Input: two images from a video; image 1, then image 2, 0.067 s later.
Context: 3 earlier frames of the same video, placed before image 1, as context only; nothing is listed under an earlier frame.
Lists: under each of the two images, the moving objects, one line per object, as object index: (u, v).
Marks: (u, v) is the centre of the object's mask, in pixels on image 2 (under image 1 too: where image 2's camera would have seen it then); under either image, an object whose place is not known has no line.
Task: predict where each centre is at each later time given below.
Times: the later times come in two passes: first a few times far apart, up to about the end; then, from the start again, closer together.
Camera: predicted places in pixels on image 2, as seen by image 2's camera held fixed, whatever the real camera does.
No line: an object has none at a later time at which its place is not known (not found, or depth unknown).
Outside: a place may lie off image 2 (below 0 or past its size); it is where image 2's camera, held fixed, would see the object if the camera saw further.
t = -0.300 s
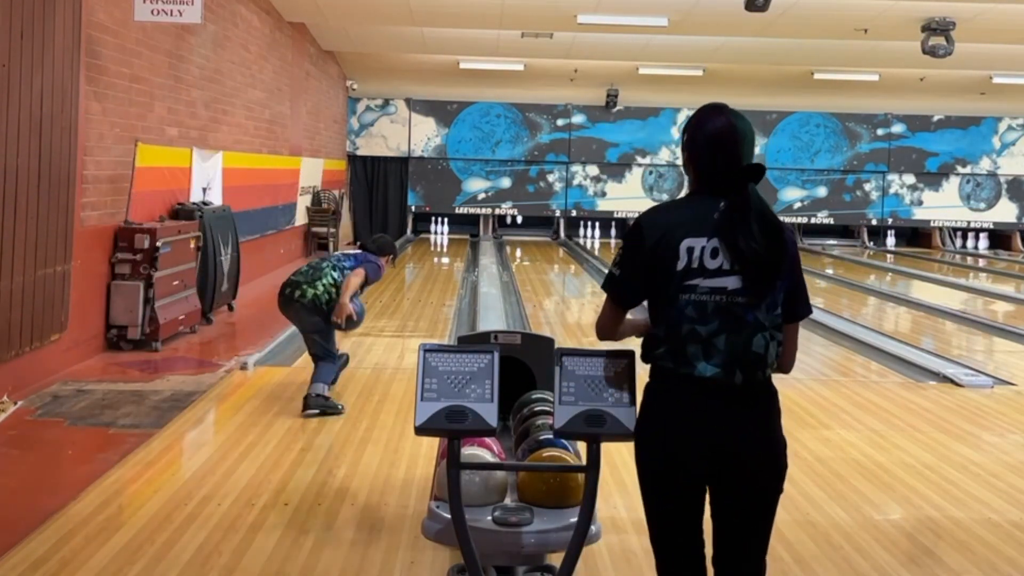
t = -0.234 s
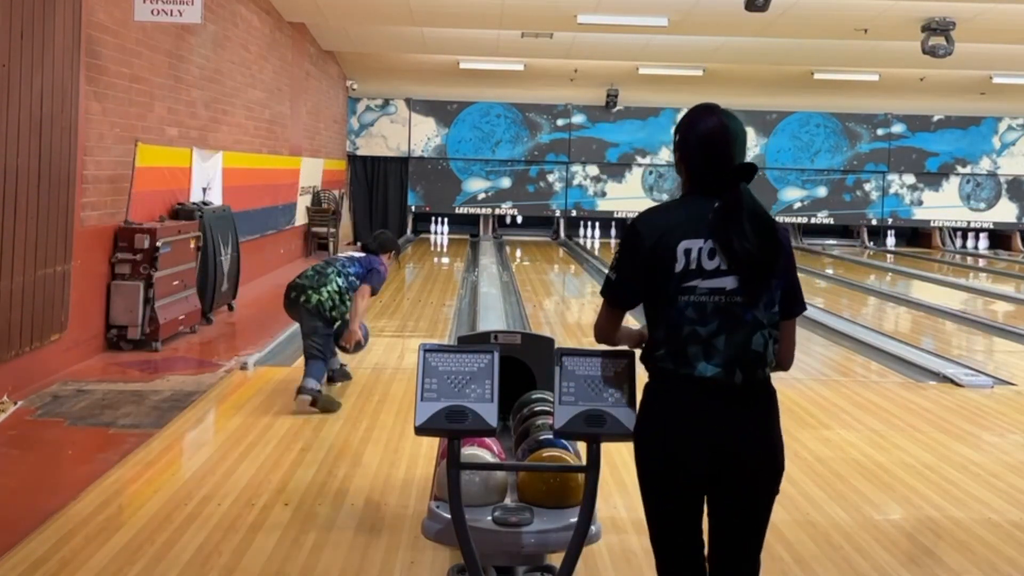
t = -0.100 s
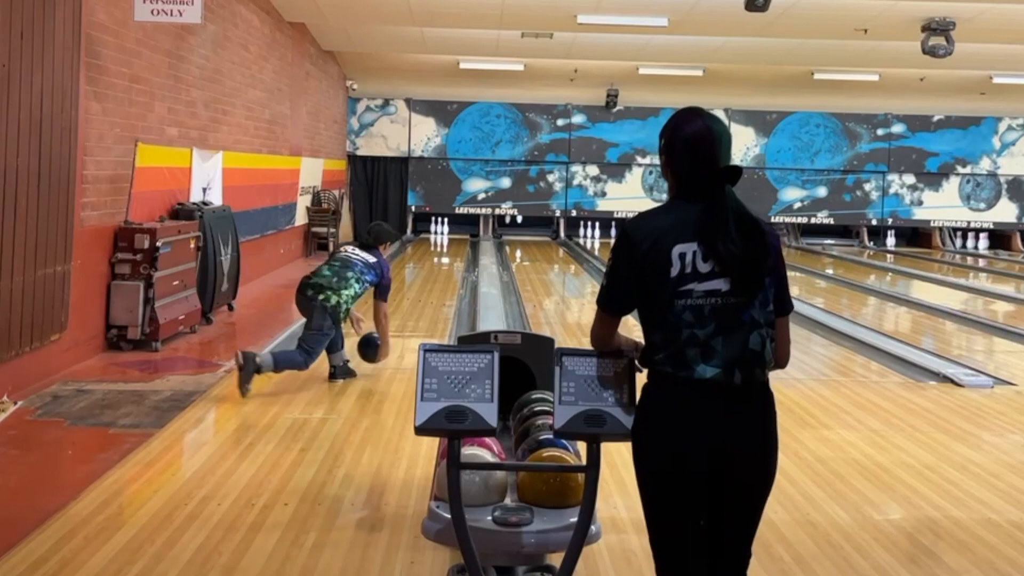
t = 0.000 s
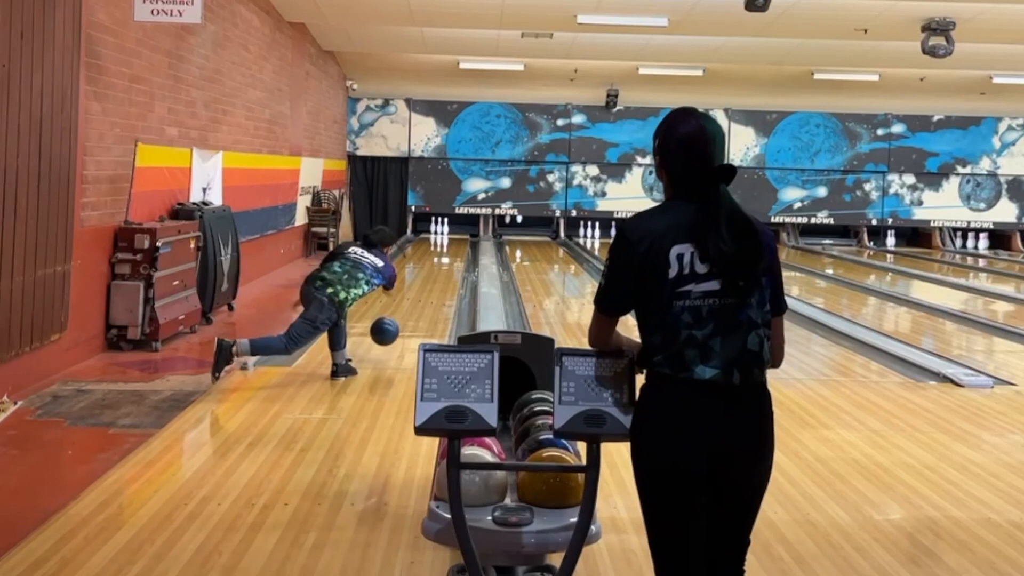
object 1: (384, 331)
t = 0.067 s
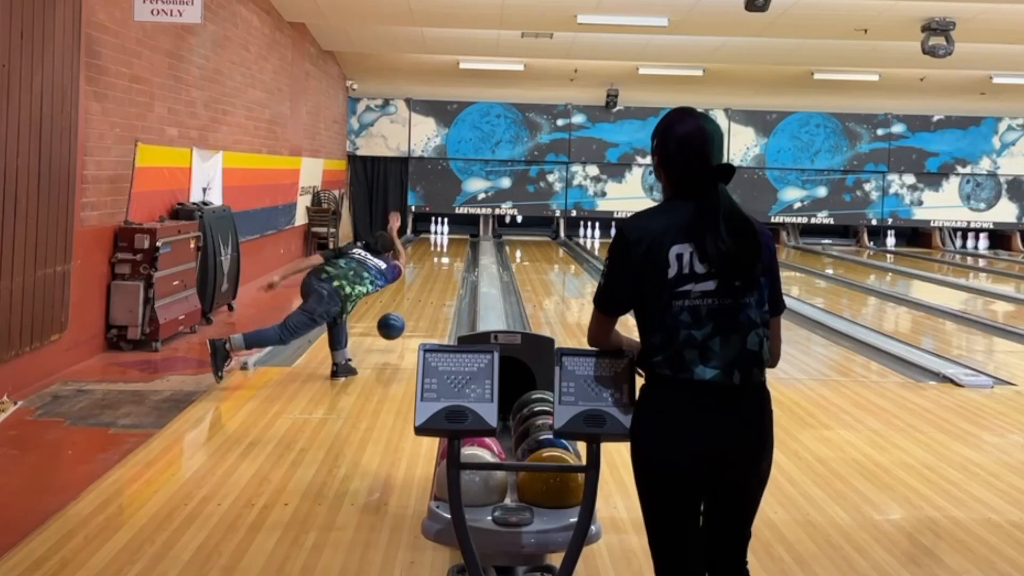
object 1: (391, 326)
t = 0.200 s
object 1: (400, 323)
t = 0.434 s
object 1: (416, 305)
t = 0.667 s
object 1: (427, 289)
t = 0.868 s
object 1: (434, 279)
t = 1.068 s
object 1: (440, 270)
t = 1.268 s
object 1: (445, 262)
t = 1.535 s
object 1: (450, 254)
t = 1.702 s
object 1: (453, 249)
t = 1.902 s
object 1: (455, 245)
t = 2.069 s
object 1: (455, 241)
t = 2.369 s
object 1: (454, 237)
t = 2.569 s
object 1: (451, 234)
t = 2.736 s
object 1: (447, 231)
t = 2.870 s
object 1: (443, 229)
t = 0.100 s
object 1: (394, 326)
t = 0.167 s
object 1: (397, 328)
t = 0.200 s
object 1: (400, 323)
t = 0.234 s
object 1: (403, 319)
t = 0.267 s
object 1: (405, 317)
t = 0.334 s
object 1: (409, 313)
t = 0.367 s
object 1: (411, 310)
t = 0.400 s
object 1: (415, 309)
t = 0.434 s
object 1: (416, 305)
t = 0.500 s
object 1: (419, 300)
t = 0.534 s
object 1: (421, 298)
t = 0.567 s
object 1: (422, 296)
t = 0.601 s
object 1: (424, 293)
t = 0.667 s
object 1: (427, 289)
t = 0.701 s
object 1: (428, 287)
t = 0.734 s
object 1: (429, 285)
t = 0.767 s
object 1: (431, 284)
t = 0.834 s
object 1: (433, 280)
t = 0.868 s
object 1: (434, 279)
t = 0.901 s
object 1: (435, 277)
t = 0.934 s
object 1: (436, 275)
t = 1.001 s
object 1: (438, 273)
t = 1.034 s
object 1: (439, 271)
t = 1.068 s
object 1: (440, 270)
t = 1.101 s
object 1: (441, 268)
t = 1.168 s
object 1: (443, 266)
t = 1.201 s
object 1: (444, 264)
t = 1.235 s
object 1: (444, 263)
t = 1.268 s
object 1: (445, 262)
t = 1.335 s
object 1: (447, 259)
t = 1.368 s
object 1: (447, 258)
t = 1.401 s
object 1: (448, 258)
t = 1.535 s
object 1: (450, 254)
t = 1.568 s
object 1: (451, 253)
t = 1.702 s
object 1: (453, 249)
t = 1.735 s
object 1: (453, 249)
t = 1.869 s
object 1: (455, 246)
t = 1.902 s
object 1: (455, 245)
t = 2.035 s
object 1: (456, 242)
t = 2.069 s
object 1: (455, 241)
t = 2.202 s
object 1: (456, 239)
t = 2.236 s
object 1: (456, 239)
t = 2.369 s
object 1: (454, 237)
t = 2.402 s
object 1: (454, 236)
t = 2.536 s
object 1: (452, 235)
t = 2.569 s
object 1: (451, 234)
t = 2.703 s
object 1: (447, 232)
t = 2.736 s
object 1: (447, 231)
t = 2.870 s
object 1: (443, 229)
